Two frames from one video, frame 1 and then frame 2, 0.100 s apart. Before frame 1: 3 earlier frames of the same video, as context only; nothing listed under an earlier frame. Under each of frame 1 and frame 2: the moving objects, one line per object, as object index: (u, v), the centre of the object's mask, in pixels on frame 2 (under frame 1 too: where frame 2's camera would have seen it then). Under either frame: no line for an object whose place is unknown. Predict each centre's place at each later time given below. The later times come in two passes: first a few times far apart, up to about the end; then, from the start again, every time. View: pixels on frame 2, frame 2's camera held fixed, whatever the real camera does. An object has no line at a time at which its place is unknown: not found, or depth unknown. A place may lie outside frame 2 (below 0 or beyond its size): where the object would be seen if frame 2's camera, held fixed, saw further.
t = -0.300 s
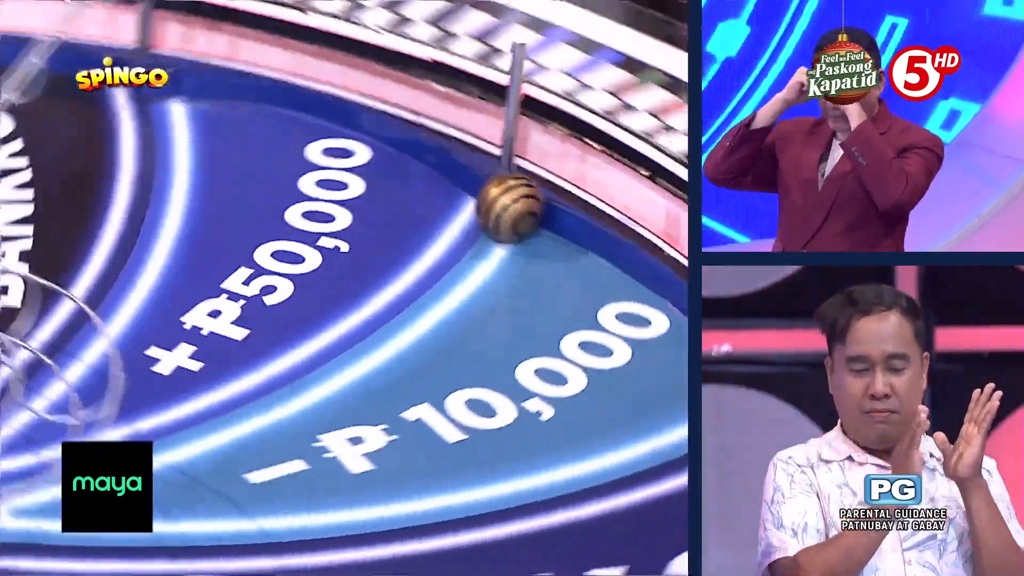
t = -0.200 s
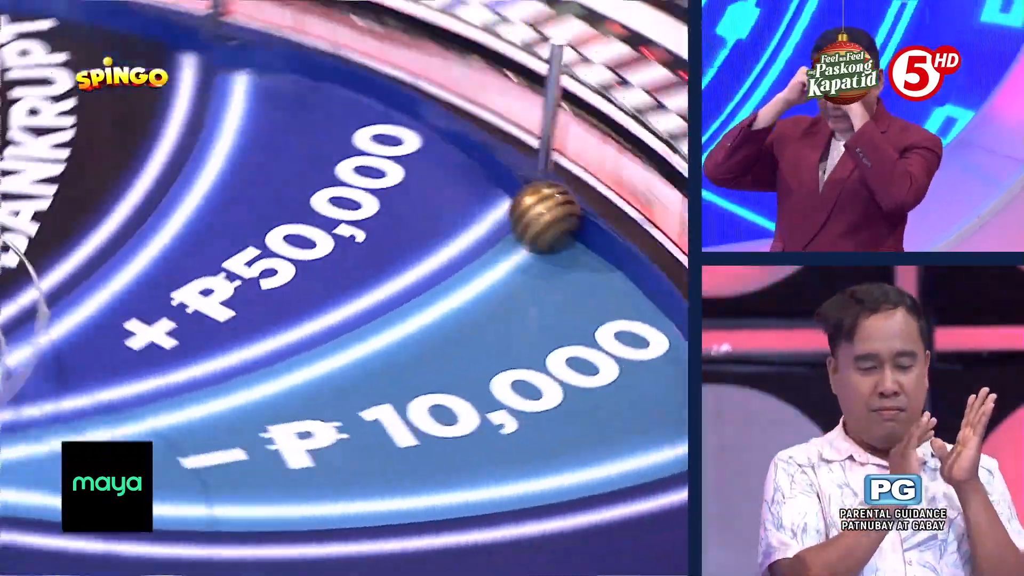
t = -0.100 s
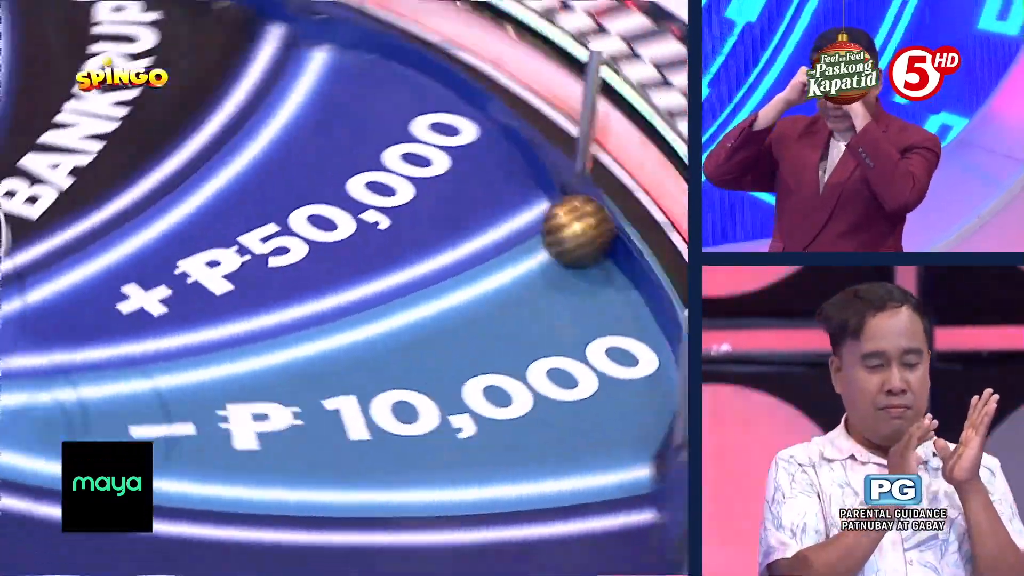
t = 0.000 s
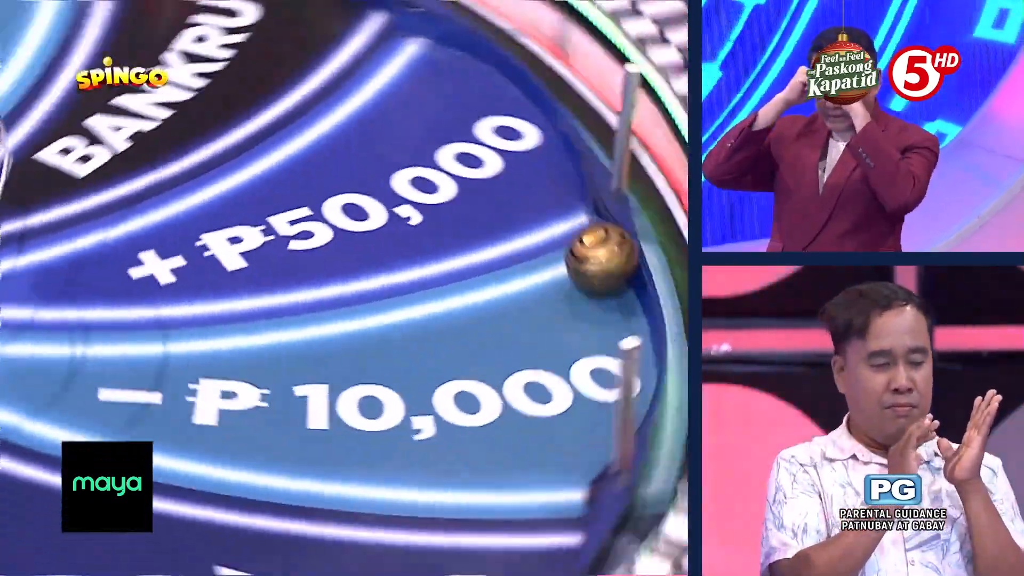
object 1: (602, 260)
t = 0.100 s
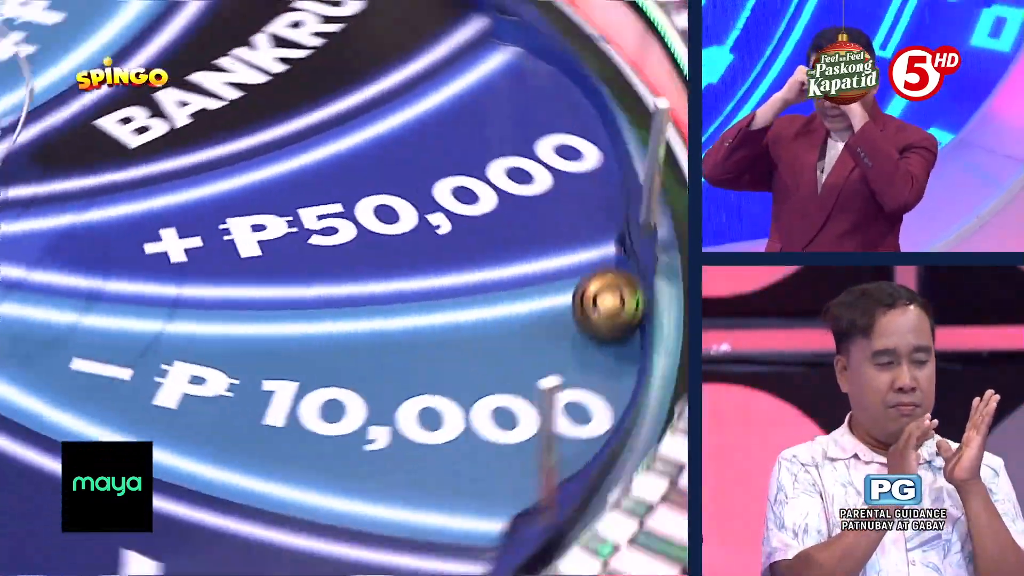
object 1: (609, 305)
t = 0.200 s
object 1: (577, 360)
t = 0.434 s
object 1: (374, 475)
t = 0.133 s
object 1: (603, 323)
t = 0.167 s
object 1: (593, 341)
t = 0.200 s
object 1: (577, 360)
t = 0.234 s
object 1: (559, 380)
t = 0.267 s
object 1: (536, 399)
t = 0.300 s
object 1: (510, 418)
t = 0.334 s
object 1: (480, 435)
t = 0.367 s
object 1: (447, 451)
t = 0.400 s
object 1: (411, 464)
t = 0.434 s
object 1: (374, 475)
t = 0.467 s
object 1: (334, 485)
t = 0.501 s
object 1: (293, 491)
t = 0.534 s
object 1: (253, 494)
